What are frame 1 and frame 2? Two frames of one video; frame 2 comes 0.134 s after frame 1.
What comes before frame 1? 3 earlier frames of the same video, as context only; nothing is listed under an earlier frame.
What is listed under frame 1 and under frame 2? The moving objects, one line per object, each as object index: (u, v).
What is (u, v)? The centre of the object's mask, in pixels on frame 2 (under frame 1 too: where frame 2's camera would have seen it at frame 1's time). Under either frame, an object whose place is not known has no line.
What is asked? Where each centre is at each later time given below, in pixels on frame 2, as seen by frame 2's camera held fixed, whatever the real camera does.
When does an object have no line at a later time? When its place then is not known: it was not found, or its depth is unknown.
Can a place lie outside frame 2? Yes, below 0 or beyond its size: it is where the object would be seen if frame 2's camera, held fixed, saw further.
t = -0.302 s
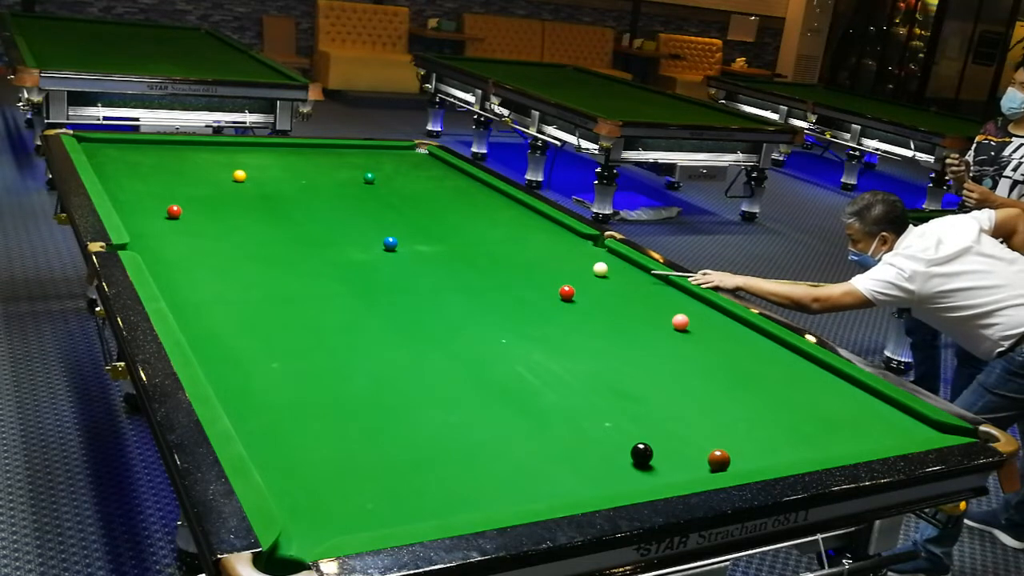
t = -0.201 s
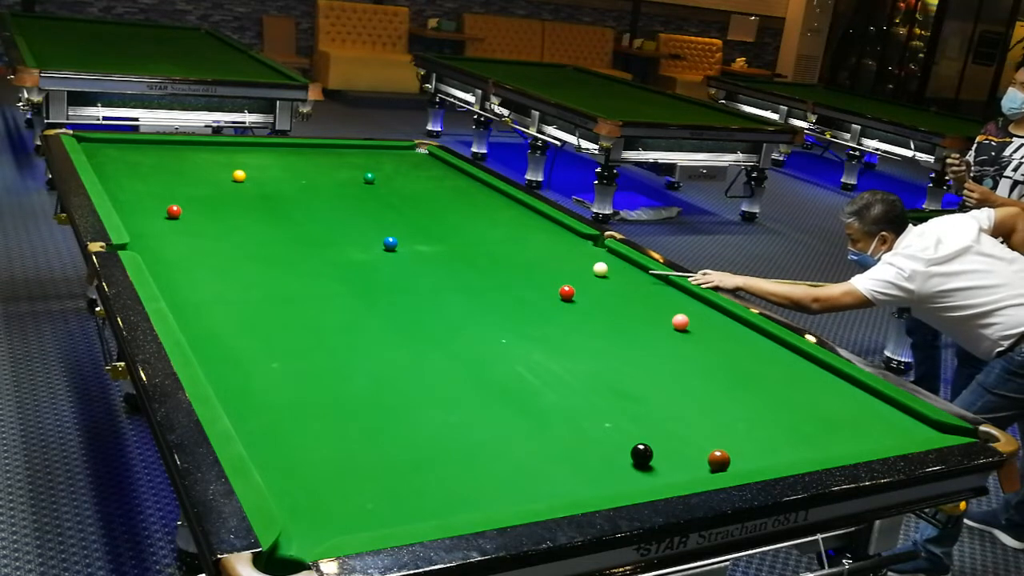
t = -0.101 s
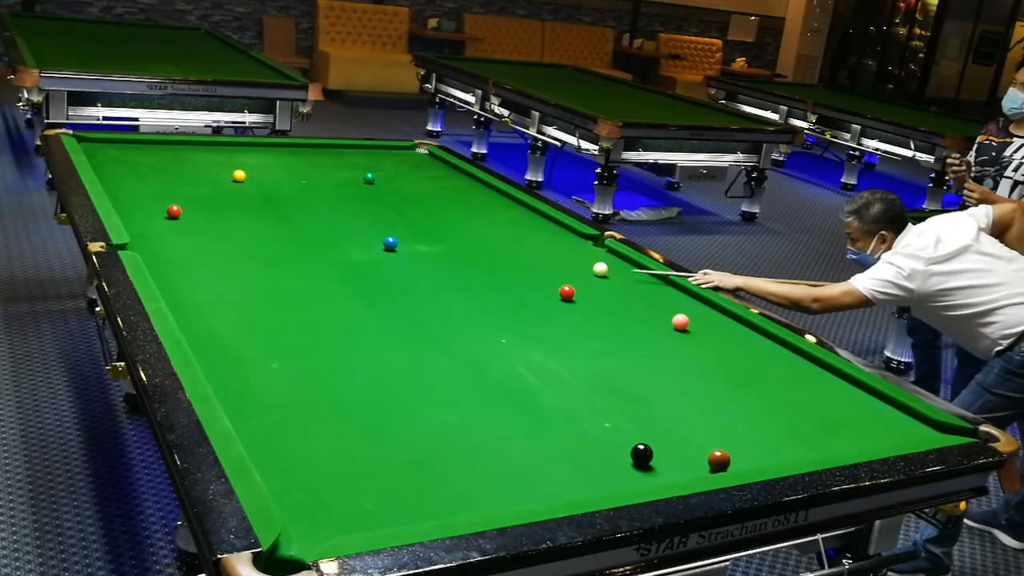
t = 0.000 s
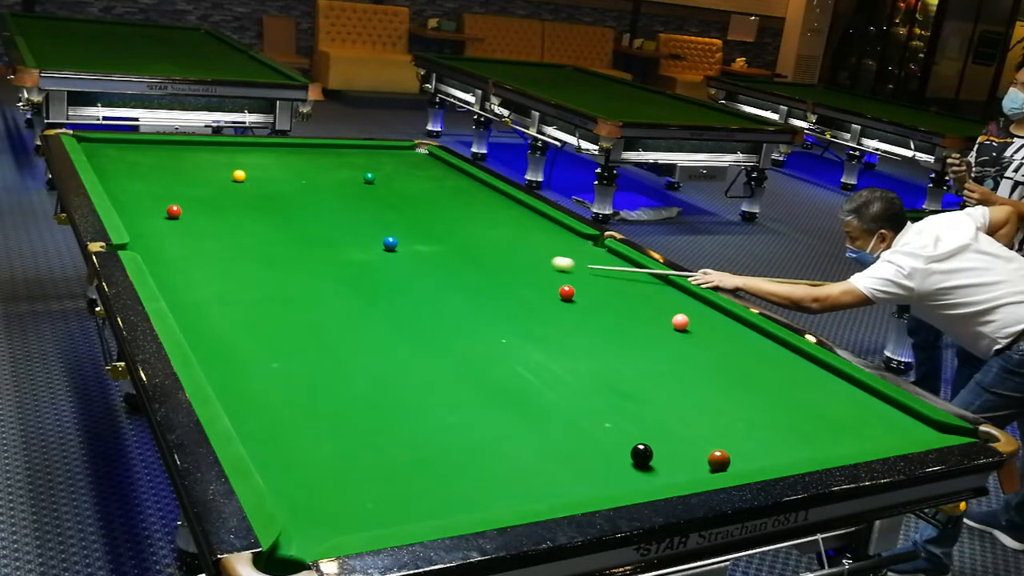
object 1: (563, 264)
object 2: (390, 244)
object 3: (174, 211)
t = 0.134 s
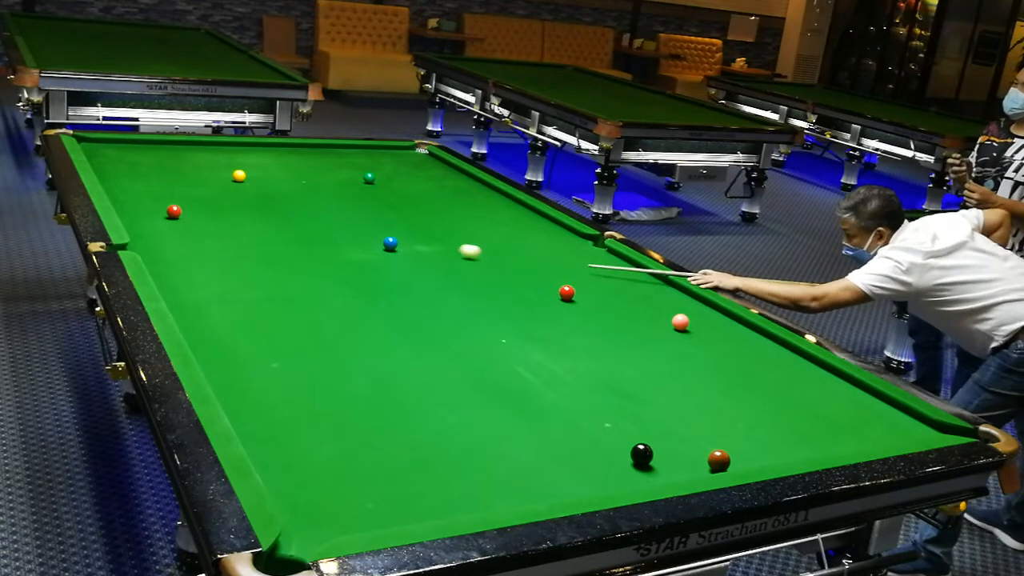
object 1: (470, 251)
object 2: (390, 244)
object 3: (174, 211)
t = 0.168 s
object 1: (448, 249)
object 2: (390, 244)
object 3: (174, 211)
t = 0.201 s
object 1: (427, 246)
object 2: (390, 244)
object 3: (174, 211)
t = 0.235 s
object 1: (407, 243)
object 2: (390, 244)
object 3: (174, 211)
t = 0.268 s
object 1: (397, 239)
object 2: (379, 244)
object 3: (174, 211)
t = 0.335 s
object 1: (381, 232)
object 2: (353, 246)
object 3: (174, 211)
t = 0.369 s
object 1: (373, 229)
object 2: (341, 247)
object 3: (174, 211)
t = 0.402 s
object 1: (364, 226)
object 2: (329, 248)
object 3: (174, 211)
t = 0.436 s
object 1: (355, 223)
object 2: (318, 248)
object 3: (174, 211)
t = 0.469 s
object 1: (346, 220)
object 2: (308, 249)
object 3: (174, 211)
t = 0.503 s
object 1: (337, 217)
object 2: (298, 250)
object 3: (174, 211)
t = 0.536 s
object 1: (328, 214)
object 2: (288, 250)
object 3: (174, 211)
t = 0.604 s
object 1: (310, 208)
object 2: (266, 251)
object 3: (174, 211)
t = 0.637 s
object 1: (302, 205)
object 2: (256, 252)
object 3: (174, 211)
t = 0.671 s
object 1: (293, 202)
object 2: (245, 252)
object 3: (174, 211)
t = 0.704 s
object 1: (285, 200)
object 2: (234, 253)
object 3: (174, 211)
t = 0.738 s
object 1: (277, 197)
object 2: (223, 254)
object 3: (174, 211)
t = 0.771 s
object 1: (269, 194)
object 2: (213, 255)
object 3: (174, 211)
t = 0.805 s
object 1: (261, 192)
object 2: (201, 255)
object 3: (174, 211)
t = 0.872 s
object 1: (245, 186)
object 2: (179, 256)
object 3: (174, 211)
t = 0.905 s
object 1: (238, 184)
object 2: (168, 257)
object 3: (174, 211)
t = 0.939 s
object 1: (230, 182)
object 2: (156, 258)
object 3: (174, 211)
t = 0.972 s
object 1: (222, 179)
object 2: (148, 258)
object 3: (174, 211)
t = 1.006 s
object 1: (215, 177)
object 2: (155, 258)
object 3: (174, 211)
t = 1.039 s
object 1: (208, 174)
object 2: (164, 257)
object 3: (174, 211)
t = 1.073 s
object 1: (201, 172)
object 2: (172, 257)
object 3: (174, 211)
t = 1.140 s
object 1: (187, 167)
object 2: (187, 255)
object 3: (174, 211)
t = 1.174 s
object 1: (180, 165)
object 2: (194, 254)
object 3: (174, 211)
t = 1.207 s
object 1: (174, 163)
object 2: (201, 254)
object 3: (174, 211)
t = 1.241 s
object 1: (167, 161)
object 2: (208, 253)
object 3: (174, 211)
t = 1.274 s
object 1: (161, 159)
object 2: (215, 253)
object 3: (174, 211)
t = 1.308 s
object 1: (154, 156)
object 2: (221, 252)
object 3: (174, 211)
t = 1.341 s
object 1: (148, 154)
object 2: (228, 251)
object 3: (174, 211)
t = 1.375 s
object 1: (142, 152)
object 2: (235, 251)
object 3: (174, 211)
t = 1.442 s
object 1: (129, 148)
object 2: (248, 250)
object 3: (174, 211)
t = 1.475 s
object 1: (123, 146)
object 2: (254, 249)
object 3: (174, 211)
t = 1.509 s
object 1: (117, 144)
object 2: (261, 249)
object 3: (174, 211)
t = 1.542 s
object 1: (111, 142)
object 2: (267, 248)
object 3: (174, 211)
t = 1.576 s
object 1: (106, 140)
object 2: (273, 248)
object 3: (174, 211)
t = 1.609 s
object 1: (102, 139)
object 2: (279, 247)
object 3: (174, 211)
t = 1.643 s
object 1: (100, 141)
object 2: (285, 247)
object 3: (174, 211)
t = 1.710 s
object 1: (98, 143)
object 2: (297, 246)
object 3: (174, 211)
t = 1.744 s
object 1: (96, 145)
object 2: (303, 245)
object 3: (174, 211)
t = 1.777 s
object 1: (95, 146)
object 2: (309, 245)
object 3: (174, 211)
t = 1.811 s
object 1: (94, 147)
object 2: (314, 244)
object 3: (174, 211)
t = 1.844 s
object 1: (93, 148)
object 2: (320, 244)
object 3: (174, 211)
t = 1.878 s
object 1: (91, 150)
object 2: (325, 244)
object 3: (174, 211)
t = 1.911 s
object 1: (90, 151)
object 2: (331, 243)
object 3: (174, 211)
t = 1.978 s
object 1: (89, 153)
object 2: (341, 242)
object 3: (174, 211)
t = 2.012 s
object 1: (91, 154)
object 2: (347, 242)
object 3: (174, 211)
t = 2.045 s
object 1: (93, 156)
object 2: (352, 241)
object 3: (174, 211)
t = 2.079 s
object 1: (94, 157)
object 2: (357, 241)
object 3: (174, 211)
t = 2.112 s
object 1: (96, 158)
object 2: (362, 240)
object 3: (174, 211)
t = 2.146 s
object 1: (98, 160)
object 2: (367, 240)
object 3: (174, 211)
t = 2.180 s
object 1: (100, 161)
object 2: (372, 239)
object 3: (174, 211)
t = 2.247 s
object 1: (104, 163)
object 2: (382, 239)
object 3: (174, 211)
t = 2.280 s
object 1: (106, 164)
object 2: (387, 238)
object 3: (174, 211)
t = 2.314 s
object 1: (109, 165)
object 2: (391, 238)
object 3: (174, 211)
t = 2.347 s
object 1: (110, 167)
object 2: (396, 238)
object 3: (174, 211)
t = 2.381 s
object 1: (112, 168)
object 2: (401, 237)
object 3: (174, 211)
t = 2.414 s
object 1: (114, 169)
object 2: (405, 237)
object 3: (174, 211)
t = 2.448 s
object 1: (116, 170)
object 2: (409, 236)
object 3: (174, 211)
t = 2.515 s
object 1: (120, 173)
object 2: (418, 236)
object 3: (174, 211)
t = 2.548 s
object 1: (122, 174)
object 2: (423, 236)
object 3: (174, 211)
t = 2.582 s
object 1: (124, 176)
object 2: (427, 235)
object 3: (174, 211)
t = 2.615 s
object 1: (127, 177)
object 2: (431, 235)
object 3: (174, 211)
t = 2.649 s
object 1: (129, 178)
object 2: (435, 234)
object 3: (174, 211)
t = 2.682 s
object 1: (131, 179)
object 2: (440, 234)
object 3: (174, 211)
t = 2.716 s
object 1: (133, 181)
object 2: (444, 234)
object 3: (174, 211)
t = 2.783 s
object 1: (137, 183)
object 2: (452, 233)
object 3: (174, 211)
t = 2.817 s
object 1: (140, 184)
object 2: (456, 233)
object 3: (174, 211)
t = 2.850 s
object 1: (141, 186)
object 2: (460, 233)
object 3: (174, 211)
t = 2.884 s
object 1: (144, 187)
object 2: (464, 232)
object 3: (174, 211)
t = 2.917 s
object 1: (146, 188)
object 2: (468, 232)
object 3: (174, 211)
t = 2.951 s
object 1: (148, 190)
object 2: (471, 232)
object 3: (174, 211)
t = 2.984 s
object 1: (150, 191)
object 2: (475, 232)
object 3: (174, 211)
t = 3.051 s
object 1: (154, 194)
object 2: (482, 231)
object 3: (174, 211)
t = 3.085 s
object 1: (157, 195)
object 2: (486, 231)
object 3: (174, 211)
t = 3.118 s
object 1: (159, 196)
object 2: (490, 230)
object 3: (174, 211)
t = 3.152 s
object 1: (161, 198)
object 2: (493, 230)
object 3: (174, 211)
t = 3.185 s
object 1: (163, 199)
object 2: (497, 230)
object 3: (174, 211)
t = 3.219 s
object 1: (165, 200)
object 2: (500, 230)
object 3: (174, 211)
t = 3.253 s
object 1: (168, 201)
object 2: (503, 230)
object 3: (174, 211)
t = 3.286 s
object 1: (170, 201)
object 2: (507, 229)
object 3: (174, 211)
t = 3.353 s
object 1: (175, 203)
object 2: (513, 229)
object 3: (174, 211)
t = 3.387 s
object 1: (179, 205)
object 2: (517, 229)
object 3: (174, 211)
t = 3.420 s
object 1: (182, 207)
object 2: (520, 228)
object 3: (173, 211)
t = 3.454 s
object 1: (184, 208)
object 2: (523, 228)
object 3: (172, 212)
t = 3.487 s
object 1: (186, 209)
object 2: (526, 228)
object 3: (171, 212)
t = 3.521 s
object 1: (190, 210)
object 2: (529, 227)
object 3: (171, 213)
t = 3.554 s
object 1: (193, 211)
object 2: (532, 227)
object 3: (170, 214)
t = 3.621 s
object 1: (199, 212)
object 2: (538, 227)
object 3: (169, 215)
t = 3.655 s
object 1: (202, 213)
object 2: (541, 227)
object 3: (168, 215)
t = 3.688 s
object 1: (205, 213)
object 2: (544, 226)
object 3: (167, 216)
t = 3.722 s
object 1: (208, 214)
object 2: (547, 226)
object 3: (167, 217)
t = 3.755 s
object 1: (211, 214)
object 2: (550, 225)
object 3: (166, 217)
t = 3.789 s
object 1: (214, 215)
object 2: (553, 226)
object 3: (166, 218)
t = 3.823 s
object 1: (217, 215)
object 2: (556, 225)
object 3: (165, 218)
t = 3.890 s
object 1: (223, 217)
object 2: (561, 225)
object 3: (164, 219)
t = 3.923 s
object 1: (226, 217)
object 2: (558, 225)
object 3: (163, 220)
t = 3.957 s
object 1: (229, 218)
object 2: (556, 225)
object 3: (163, 220)
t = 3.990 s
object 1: (232, 218)
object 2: (554, 224)
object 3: (162, 221)
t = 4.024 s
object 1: (235, 219)
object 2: (552, 224)
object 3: (162, 221)
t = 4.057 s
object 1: (238, 219)
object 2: (550, 224)
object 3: (161, 222)
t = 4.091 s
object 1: (241, 220)
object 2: (547, 224)
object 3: (161, 222)
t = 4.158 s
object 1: (246, 221)
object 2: (543, 224)
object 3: (160, 223)
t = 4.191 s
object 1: (249, 222)
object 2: (541, 224)
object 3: (159, 224)
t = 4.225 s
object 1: (251, 222)
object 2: (539, 224)
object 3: (159, 224)
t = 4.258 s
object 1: (254, 223)
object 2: (537, 224)
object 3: (158, 225)
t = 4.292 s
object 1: (257, 223)
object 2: (535, 224)
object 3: (158, 225)
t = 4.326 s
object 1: (260, 224)
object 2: (533, 224)
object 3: (157, 226)
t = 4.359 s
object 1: (263, 224)
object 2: (531, 224)
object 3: (157, 226)
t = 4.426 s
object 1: (268, 225)
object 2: (527, 223)
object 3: (156, 227)
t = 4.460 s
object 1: (270, 226)
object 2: (525, 223)
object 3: (156, 227)
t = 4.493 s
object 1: (273, 226)
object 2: (523, 224)
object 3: (155, 228)
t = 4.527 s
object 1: (276, 227)
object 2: (521, 223)
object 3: (155, 228)
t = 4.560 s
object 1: (278, 227)
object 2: (520, 223)
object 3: (155, 229)
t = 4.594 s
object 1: (281, 228)
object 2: (518, 223)
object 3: (155, 229)
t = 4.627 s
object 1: (283, 228)
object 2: (516, 223)
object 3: (154, 230)
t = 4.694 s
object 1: (288, 229)
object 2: (512, 223)
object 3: (153, 230)
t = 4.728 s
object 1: (291, 230)
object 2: (510, 223)
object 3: (153, 231)
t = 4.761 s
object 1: (293, 230)
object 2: (509, 223)
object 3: (153, 231)
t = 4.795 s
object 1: (295, 231)
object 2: (507, 223)
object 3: (152, 232)
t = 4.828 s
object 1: (298, 231)
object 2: (505, 223)
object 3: (152, 232)
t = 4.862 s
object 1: (300, 232)
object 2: (504, 223)
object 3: (152, 232)
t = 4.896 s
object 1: (302, 232)
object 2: (502, 223)
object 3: (152, 233)
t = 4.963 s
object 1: (307, 233)
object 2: (499, 223)
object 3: (151, 234)
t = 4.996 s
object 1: (309, 233)
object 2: (497, 223)
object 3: (151, 234)
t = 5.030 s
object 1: (312, 234)
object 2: (496, 223)
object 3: (150, 234)
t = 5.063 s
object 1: (314, 234)
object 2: (495, 223)
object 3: (150, 234)
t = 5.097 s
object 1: (316, 235)
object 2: (493, 222)
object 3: (150, 235)
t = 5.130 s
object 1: (318, 235)
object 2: (491, 222)
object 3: (150, 235)
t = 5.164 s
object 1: (320, 235)
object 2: (490, 222)
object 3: (149, 235)
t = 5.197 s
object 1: (322, 236)
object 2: (488, 222)
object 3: (149, 235)
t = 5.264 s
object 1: (327, 237)
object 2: (486, 222)
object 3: (149, 236)
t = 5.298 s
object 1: (329, 237)
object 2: (484, 222)
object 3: (149, 236)
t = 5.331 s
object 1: (331, 238)
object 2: (483, 222)
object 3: (148, 236)
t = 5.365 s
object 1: (333, 238)
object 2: (482, 222)
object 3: (148, 237)
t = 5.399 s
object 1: (335, 238)
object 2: (481, 222)
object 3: (148, 237)
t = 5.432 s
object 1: (336, 239)
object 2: (479, 222)
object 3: (148, 237)
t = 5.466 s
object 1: (338, 239)
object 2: (478, 222)
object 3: (148, 237)
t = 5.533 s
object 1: (342, 240)
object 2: (475, 222)
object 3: (147, 238)
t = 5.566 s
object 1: (344, 240)
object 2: (474, 222)
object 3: (147, 238)
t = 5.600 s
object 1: (346, 240)
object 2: (473, 222)
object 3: (147, 238)
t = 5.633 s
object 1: (348, 241)
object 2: (472, 222)
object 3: (146, 238)
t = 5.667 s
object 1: (349, 241)
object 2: (471, 222)
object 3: (146, 238)
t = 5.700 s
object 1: (351, 241)
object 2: (470, 222)
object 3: (146, 238)
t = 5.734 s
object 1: (353, 242)
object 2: (469, 221)
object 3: (146, 238)
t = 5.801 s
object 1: (356, 242)
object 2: (467, 221)
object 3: (146, 239)
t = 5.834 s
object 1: (358, 243)
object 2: (466, 221)
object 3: (146, 239)
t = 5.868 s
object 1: (360, 243)
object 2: (464, 221)
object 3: (146, 239)
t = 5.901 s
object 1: (361, 243)
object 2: (464, 221)
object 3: (146, 239)
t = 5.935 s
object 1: (363, 244)
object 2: (463, 221)
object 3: (145, 239)
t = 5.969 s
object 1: (364, 244)
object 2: (462, 221)
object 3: (145, 239)
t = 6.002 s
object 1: (366, 244)
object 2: (461, 221)
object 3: (145, 239)
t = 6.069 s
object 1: (369, 245)
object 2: (459, 221)
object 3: (145, 239)
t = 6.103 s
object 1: (370, 245)
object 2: (458, 221)
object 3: (145, 239)
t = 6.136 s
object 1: (372, 245)
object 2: (458, 221)
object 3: (145, 239)
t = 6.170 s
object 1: (373, 246)
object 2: (457, 221)
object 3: (145, 239)
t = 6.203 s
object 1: (375, 246)
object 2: (456, 221)
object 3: (145, 239)
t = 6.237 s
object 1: (376, 246)
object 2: (455, 221)
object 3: (145, 239)
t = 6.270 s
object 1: (377, 247)
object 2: (455, 221)
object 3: (145, 239)
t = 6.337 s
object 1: (380, 247)
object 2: (454, 221)
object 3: (145, 239)
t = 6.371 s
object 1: (381, 247)
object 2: (453, 221)
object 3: (145, 239)
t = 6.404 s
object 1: (382, 247)
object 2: (452, 221)
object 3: (145, 239)
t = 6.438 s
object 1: (384, 248)
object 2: (452, 221)
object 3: (145, 239)
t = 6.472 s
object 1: (385, 248)
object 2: (451, 221)
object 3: (145, 239)
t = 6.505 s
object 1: (386, 248)
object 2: (451, 221)
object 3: (145, 239)
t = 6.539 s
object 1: (387, 248)
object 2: (450, 221)
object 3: (145, 239)
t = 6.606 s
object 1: (389, 249)
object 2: (449, 221)
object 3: (145, 239)
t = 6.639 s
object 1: (390, 249)
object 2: (449, 221)
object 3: (145, 240)
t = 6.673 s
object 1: (391, 249)
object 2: (448, 221)
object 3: (145, 239)
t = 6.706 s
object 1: (392, 250)
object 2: (448, 221)
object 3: (145, 240)
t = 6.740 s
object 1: (393, 250)
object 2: (448, 221)
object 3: (145, 240)
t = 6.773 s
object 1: (394, 250)
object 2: (448, 221)
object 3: (145, 240)
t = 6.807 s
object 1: (395, 250)
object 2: (447, 221)
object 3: (145, 240)
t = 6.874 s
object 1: (397, 250)
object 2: (447, 221)
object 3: (145, 240)
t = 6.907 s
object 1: (397, 251)
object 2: (447, 221)
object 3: (145, 240)
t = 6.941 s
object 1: (398, 251)
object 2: (446, 221)
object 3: (145, 240)
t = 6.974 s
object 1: (399, 251)
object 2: (446, 221)
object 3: (145, 240)
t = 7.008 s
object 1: (400, 251)
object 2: (446, 221)
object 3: (145, 240)
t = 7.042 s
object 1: (401, 251)
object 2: (446, 221)
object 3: (145, 240)
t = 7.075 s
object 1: (401, 251)
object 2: (446, 221)
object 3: (145, 240)
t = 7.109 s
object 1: (402, 251)
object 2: (446, 221)
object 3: (145, 240)
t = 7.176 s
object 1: (403, 252)
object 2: (446, 221)
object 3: (145, 240)
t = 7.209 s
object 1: (404, 252)
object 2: (446, 221)
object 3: (145, 240)
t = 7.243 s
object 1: (404, 252)
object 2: (446, 221)
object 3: (145, 240)
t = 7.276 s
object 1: (405, 252)
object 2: (446, 221)
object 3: (145, 240)
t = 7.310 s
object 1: (405, 252)
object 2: (446, 221)
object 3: (145, 240)
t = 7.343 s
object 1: (406, 252)
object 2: (446, 221)
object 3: (145, 240)
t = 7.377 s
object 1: (406, 252)
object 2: (446, 221)
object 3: (145, 240)
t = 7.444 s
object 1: (407, 252)
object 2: (446, 221)
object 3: (145, 240)
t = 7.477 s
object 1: (407, 252)
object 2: (446, 221)
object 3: (145, 240)
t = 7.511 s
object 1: (408, 252)
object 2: (446, 221)
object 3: (145, 240)
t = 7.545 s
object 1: (408, 252)
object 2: (446, 221)
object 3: (145, 240)
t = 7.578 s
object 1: (409, 253)
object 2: (446, 221)
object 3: (145, 240)
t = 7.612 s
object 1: (409, 253)
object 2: (446, 221)
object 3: (145, 240)
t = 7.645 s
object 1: (409, 253)
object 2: (446, 221)
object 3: (145, 240)
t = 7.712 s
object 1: (410, 253)
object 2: (446, 221)
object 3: (145, 240)
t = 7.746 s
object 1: (410, 253)
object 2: (446, 221)
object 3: (145, 240)
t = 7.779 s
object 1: (410, 253)
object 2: (446, 221)
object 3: (145, 240)
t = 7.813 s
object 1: (410, 253)
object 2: (446, 221)
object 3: (145, 240)
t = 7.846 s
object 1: (411, 253)
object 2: (446, 221)
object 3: (145, 240)
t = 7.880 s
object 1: (411, 253)
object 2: (446, 221)
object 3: (145, 240)
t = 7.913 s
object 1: (411, 253)
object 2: (446, 221)
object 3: (145, 240)
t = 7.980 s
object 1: (411, 253)
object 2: (446, 221)
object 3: (145, 240)
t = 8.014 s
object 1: (411, 253)
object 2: (446, 221)
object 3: (145, 240)
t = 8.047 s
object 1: (411, 253)
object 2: (446, 221)
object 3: (145, 240)
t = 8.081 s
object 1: (411, 253)
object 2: (446, 221)
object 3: (145, 240)
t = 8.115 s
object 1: (411, 253)
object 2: (446, 221)
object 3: (145, 240)
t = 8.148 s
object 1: (411, 253)
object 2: (446, 221)
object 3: (145, 240)
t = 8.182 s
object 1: (411, 253)
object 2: (446, 221)
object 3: (145, 240)
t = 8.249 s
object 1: (411, 253)
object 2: (446, 221)
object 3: (145, 240)
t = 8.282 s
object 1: (410, 253)
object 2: (446, 221)
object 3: (145, 240)
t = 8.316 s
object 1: (410, 253)
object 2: (446, 221)
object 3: (145, 240)
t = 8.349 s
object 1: (410, 253)
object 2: (446, 221)
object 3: (145, 240)
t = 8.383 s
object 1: (410, 253)
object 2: (446, 221)
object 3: (145, 240)
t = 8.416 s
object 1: (411, 253)
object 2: (446, 221)
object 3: (145, 240)
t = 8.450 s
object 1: (411, 253)
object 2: (446, 221)
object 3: (145, 240)
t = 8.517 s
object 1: (411, 253)
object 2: (446, 221)
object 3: (145, 240)
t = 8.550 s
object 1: (411, 253)
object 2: (446, 221)
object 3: (145, 240)
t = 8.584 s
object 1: (411, 253)
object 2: (446, 221)
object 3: (145, 240)
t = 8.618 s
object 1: (410, 253)
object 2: (446, 221)
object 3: (145, 240)
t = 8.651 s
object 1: (410, 253)
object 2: (446, 221)
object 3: (145, 240)
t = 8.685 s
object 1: (410, 253)
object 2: (446, 221)
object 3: (145, 240)
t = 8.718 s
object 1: (410, 253)
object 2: (446, 221)
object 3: (145, 240)
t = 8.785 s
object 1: (410, 253)
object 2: (446, 221)
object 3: (145, 240)
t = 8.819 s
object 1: (410, 253)
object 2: (446, 221)
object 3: (145, 240)
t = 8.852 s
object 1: (410, 253)
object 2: (446, 221)
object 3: (145, 240)
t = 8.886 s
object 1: (410, 253)
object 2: (446, 221)
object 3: (145, 240)
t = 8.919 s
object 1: (411, 253)
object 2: (446, 221)
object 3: (145, 240)
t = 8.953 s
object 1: (410, 253)
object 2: (446, 221)
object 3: (145, 240)
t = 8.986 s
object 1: (410, 253)
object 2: (446, 221)
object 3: (145, 240)
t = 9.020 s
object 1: (411, 253)
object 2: (446, 221)
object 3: (145, 240)
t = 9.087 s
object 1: (410, 253)
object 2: (446, 221)
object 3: (145, 240)
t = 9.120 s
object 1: (410, 253)
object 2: (446, 221)
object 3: (145, 240)
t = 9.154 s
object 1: (410, 253)
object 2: (446, 221)
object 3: (145, 240)
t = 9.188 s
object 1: (410, 253)
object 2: (446, 221)
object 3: (145, 240)
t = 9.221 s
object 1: (410, 253)
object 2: (446, 221)
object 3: (145, 240)
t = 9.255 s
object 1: (410, 253)
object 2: (446, 221)
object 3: (145, 240)
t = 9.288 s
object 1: (411, 253)
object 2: (446, 221)
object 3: (145, 240)
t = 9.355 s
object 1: (411, 253)
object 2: (446, 221)
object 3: (145, 240)
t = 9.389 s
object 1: (411, 253)
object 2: (446, 221)
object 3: (145, 240)
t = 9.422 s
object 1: (411, 253)
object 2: (446, 221)
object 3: (145, 240)
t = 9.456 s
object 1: (411, 253)
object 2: (446, 221)
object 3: (145, 240)
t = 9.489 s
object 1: (411, 254)
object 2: (446, 222)
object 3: (145, 240)
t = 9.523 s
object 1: (411, 254)
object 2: (446, 222)
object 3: (145, 239)
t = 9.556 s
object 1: (411, 254)
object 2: (446, 222)
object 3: (145, 239)
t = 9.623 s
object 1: (411, 253)
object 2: (446, 221)
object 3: (145, 240)
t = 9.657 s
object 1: (411, 253)
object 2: (446, 221)
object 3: (145, 240)
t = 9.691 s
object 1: (411, 253)
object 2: (446, 221)
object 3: (145, 240)
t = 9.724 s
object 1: (411, 253)
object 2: (446, 221)
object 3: (145, 240)
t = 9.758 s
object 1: (411, 253)
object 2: (446, 221)
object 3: (145, 240)
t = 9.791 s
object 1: (411, 253)
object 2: (446, 221)
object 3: (145, 240)
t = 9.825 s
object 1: (411, 253)
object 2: (446, 221)
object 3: (145, 240)
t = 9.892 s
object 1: (411, 253)
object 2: (446, 221)
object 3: (145, 240)
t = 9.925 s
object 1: (411, 254)
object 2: (446, 222)
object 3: (145, 240)
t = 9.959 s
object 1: (411, 254)
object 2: (446, 222)
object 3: (145, 240)
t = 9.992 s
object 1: (411, 254)
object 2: (446, 222)
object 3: (145, 240)
